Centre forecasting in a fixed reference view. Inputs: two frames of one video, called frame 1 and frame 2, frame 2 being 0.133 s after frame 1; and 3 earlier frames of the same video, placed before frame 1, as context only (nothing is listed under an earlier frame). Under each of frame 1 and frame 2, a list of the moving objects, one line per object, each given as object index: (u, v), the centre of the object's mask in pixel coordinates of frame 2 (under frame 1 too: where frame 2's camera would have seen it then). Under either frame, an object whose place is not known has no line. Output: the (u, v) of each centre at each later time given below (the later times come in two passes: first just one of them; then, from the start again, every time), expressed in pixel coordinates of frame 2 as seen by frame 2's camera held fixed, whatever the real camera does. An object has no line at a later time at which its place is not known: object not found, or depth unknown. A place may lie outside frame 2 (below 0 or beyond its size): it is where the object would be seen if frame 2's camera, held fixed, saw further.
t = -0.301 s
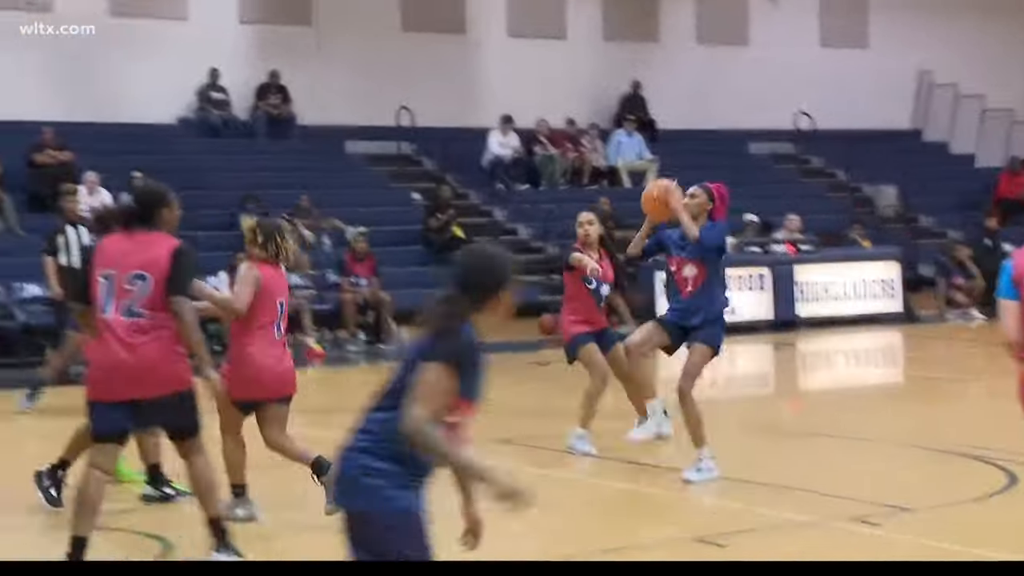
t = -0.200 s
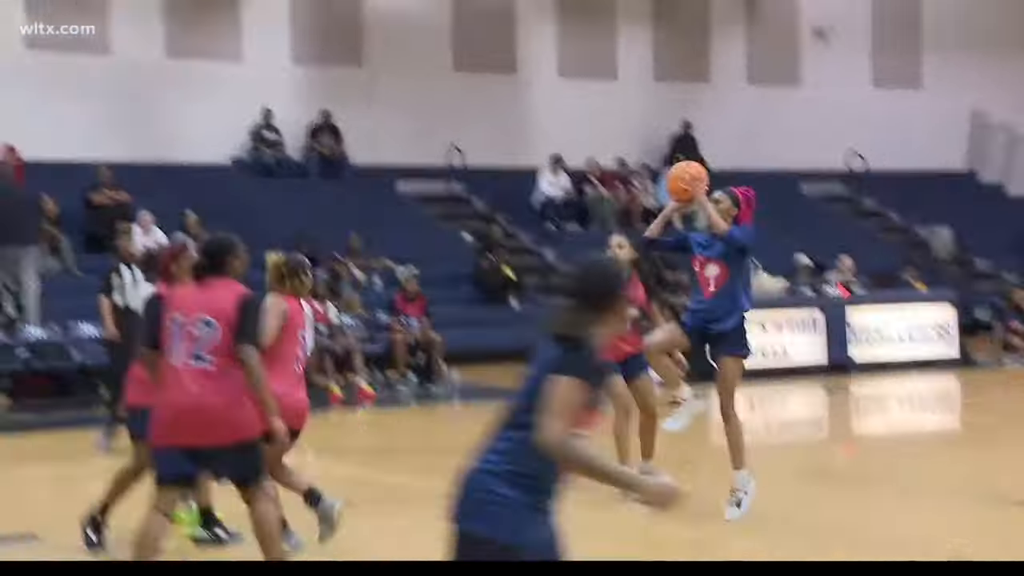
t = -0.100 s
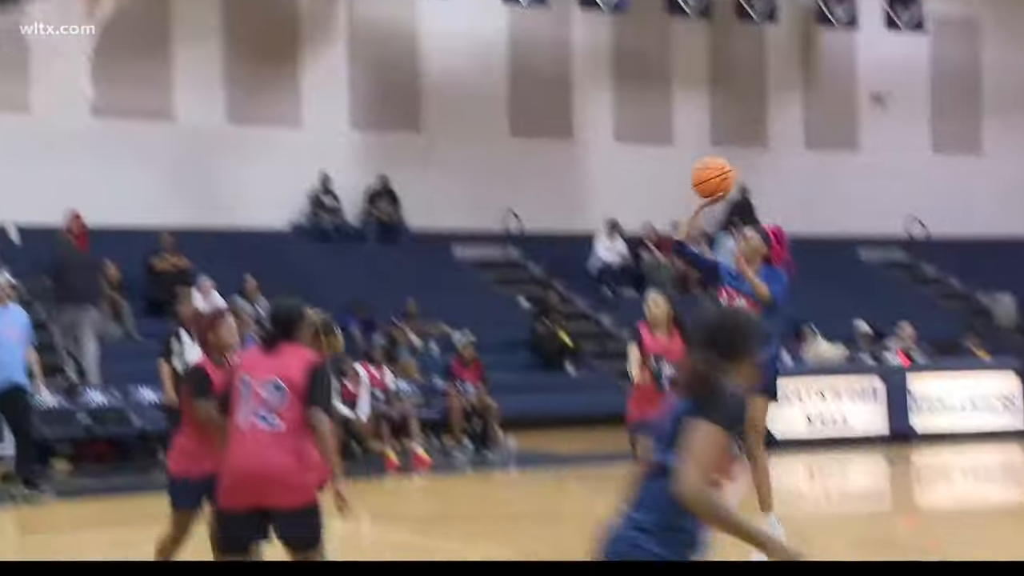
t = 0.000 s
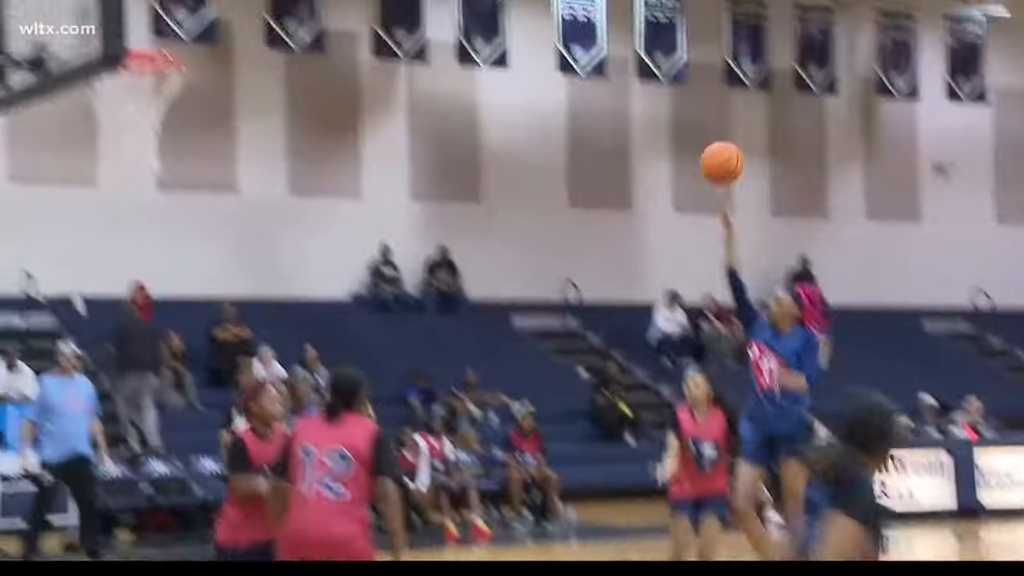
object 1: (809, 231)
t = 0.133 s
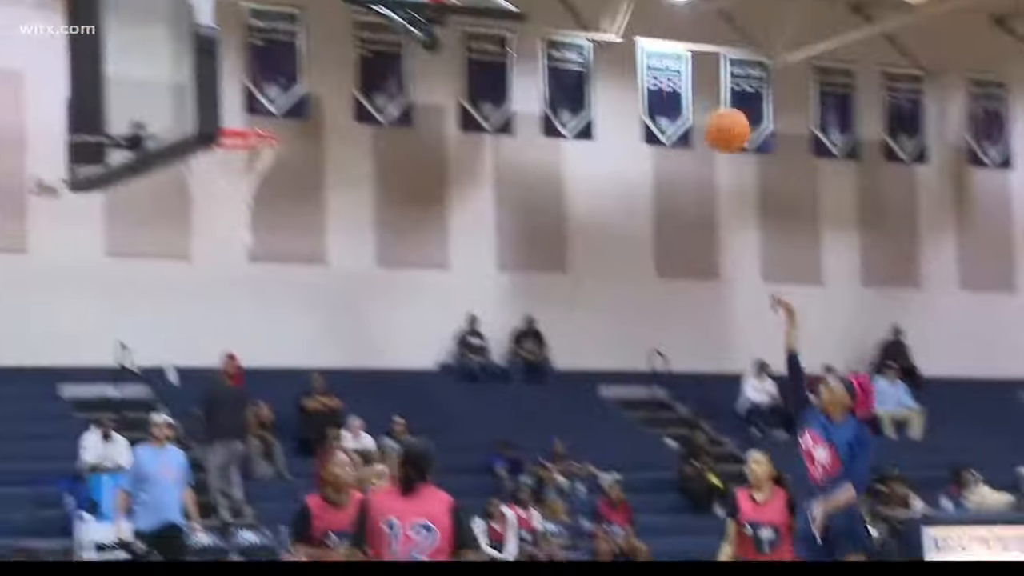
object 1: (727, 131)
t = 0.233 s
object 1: (664, 74)
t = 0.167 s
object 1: (707, 109)
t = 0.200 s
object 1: (686, 90)
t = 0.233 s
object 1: (664, 74)
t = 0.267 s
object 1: (644, 57)
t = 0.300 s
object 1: (624, 45)
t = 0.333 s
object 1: (602, 32)
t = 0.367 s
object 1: (581, 22)
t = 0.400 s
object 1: (560, 15)
